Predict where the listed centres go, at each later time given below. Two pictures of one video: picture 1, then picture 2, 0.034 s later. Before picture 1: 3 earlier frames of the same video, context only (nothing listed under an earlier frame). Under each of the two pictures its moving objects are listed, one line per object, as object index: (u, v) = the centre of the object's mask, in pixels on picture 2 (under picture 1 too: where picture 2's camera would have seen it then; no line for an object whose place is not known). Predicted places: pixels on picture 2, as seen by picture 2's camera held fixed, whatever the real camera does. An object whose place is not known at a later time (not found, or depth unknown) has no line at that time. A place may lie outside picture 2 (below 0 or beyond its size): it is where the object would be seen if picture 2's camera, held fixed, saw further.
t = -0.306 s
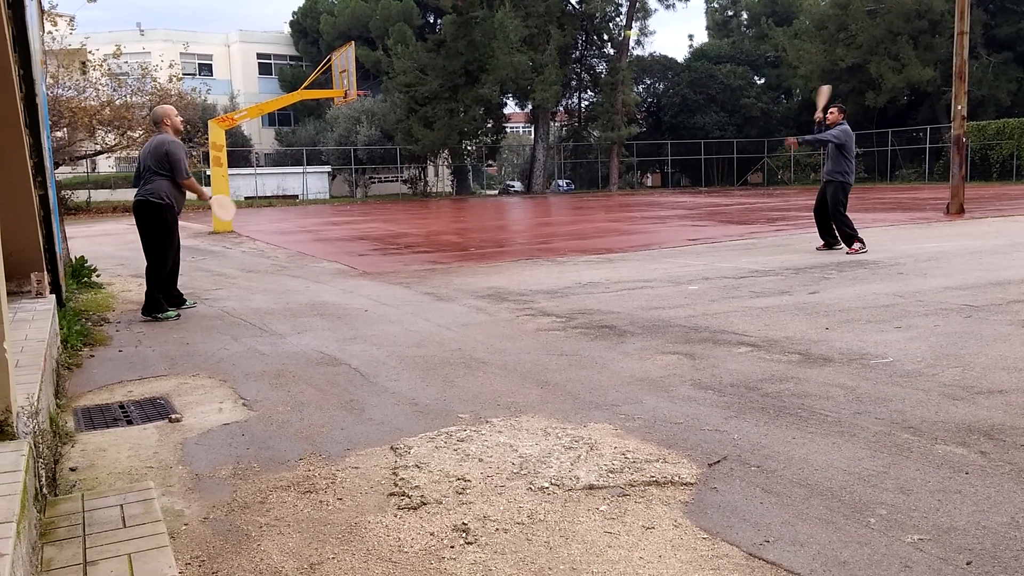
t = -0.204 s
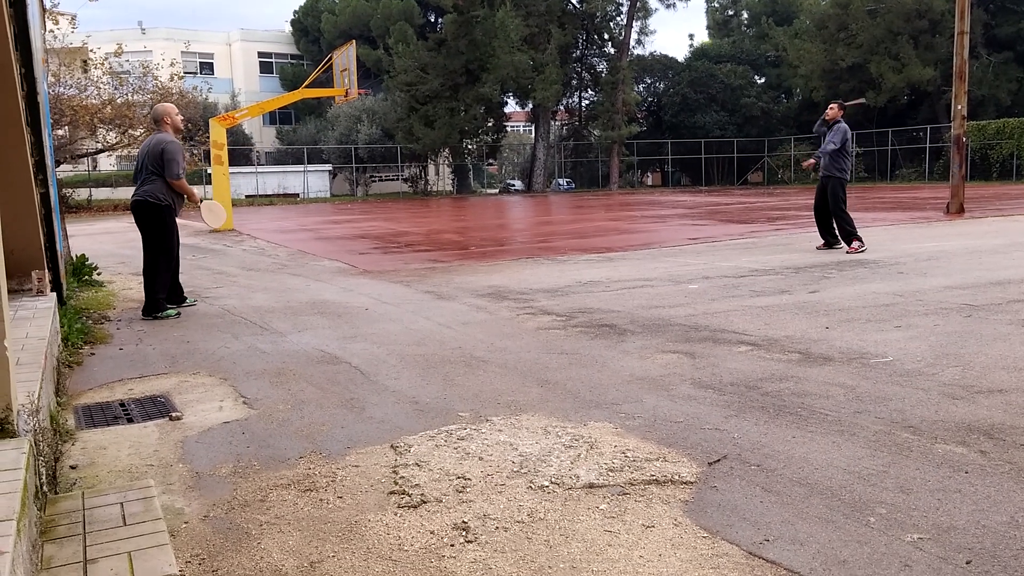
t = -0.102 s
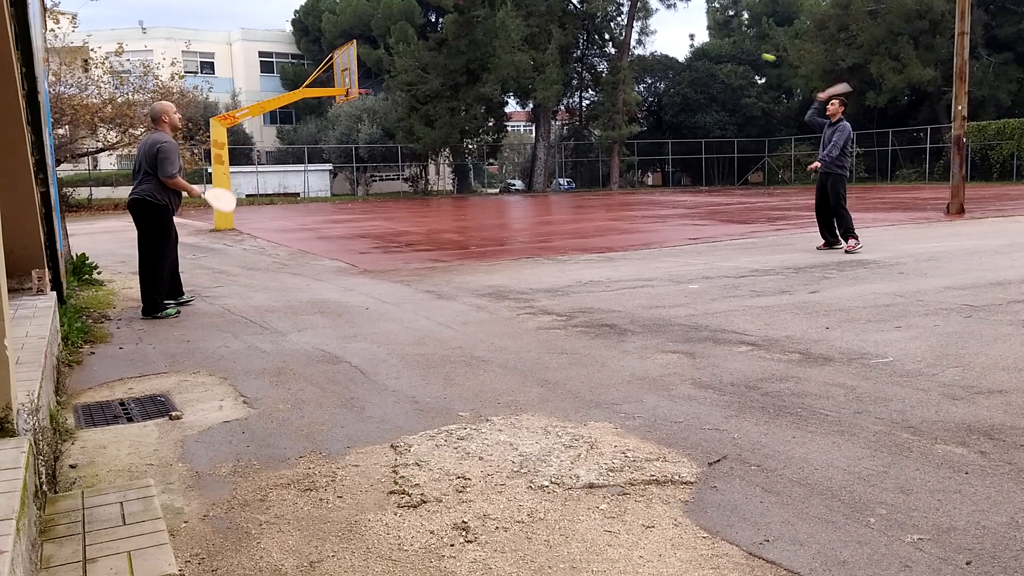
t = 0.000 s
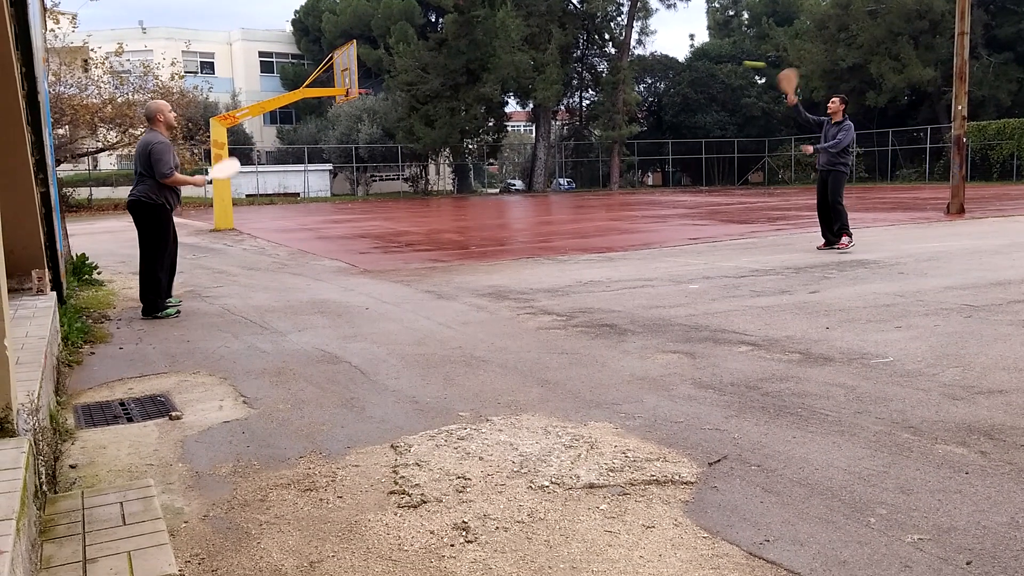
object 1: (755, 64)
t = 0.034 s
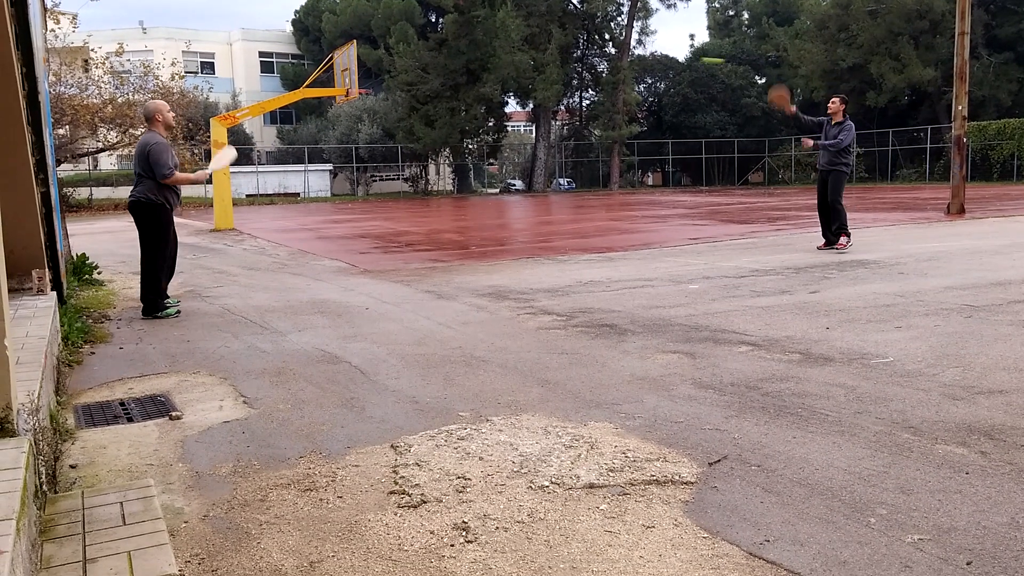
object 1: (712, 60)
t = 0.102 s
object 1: (624, 56)
